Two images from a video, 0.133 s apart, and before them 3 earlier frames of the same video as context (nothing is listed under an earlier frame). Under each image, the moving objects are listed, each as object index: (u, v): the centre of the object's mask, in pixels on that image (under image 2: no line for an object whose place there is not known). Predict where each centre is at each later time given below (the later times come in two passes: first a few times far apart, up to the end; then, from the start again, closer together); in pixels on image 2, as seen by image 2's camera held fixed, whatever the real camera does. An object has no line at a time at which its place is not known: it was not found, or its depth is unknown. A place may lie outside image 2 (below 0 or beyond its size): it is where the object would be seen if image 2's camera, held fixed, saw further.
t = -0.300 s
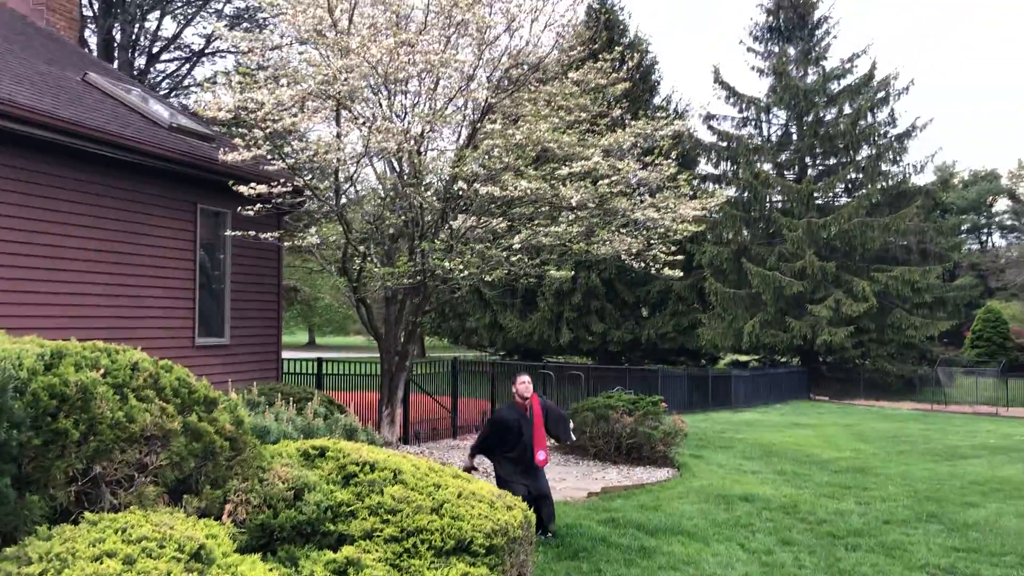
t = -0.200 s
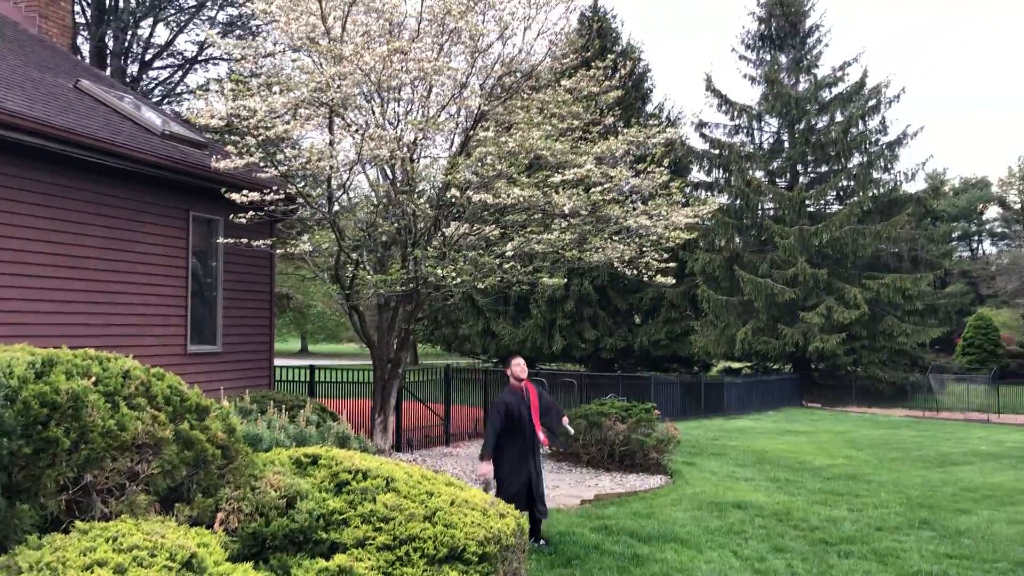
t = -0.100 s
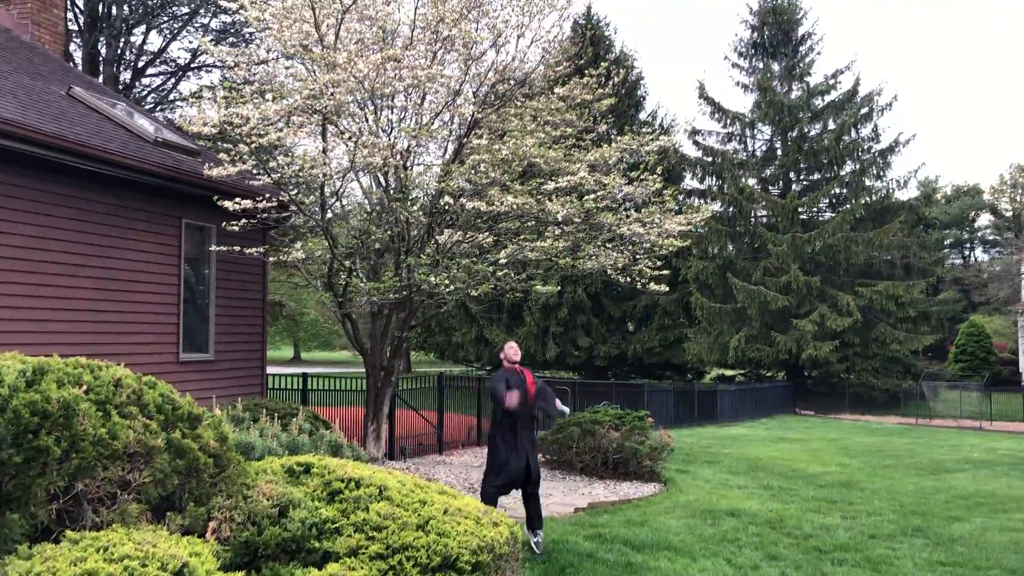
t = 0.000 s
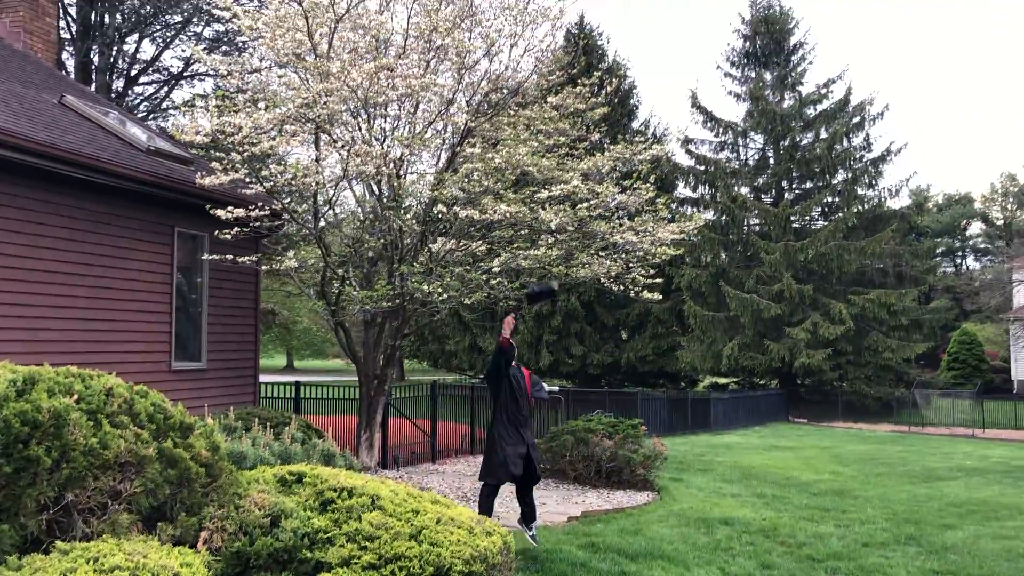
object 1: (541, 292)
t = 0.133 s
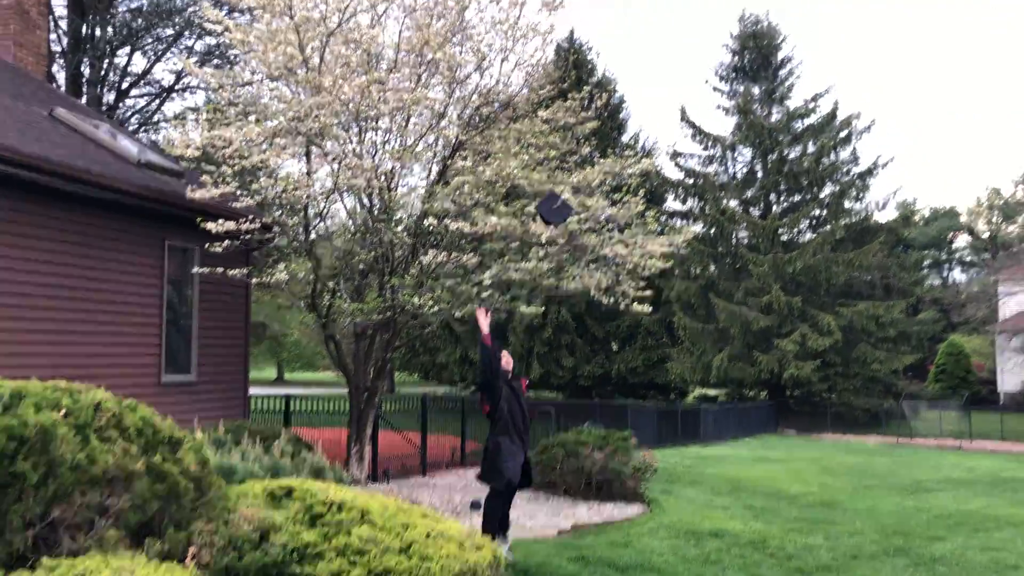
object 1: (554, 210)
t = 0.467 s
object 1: (598, 79)
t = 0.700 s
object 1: (613, 94)
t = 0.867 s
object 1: (633, 152)
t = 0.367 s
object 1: (590, 100)
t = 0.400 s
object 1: (593, 93)
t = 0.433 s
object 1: (591, 84)
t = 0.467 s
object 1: (598, 79)
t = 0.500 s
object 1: (600, 76)
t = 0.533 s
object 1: (602, 74)
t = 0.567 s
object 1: (604, 74)
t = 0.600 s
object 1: (606, 76)
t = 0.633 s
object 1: (608, 80)
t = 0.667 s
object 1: (609, 85)
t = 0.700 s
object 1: (613, 94)
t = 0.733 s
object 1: (616, 104)
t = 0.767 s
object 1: (619, 113)
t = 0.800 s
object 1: (624, 125)
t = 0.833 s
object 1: (633, 138)
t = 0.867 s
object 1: (633, 152)
